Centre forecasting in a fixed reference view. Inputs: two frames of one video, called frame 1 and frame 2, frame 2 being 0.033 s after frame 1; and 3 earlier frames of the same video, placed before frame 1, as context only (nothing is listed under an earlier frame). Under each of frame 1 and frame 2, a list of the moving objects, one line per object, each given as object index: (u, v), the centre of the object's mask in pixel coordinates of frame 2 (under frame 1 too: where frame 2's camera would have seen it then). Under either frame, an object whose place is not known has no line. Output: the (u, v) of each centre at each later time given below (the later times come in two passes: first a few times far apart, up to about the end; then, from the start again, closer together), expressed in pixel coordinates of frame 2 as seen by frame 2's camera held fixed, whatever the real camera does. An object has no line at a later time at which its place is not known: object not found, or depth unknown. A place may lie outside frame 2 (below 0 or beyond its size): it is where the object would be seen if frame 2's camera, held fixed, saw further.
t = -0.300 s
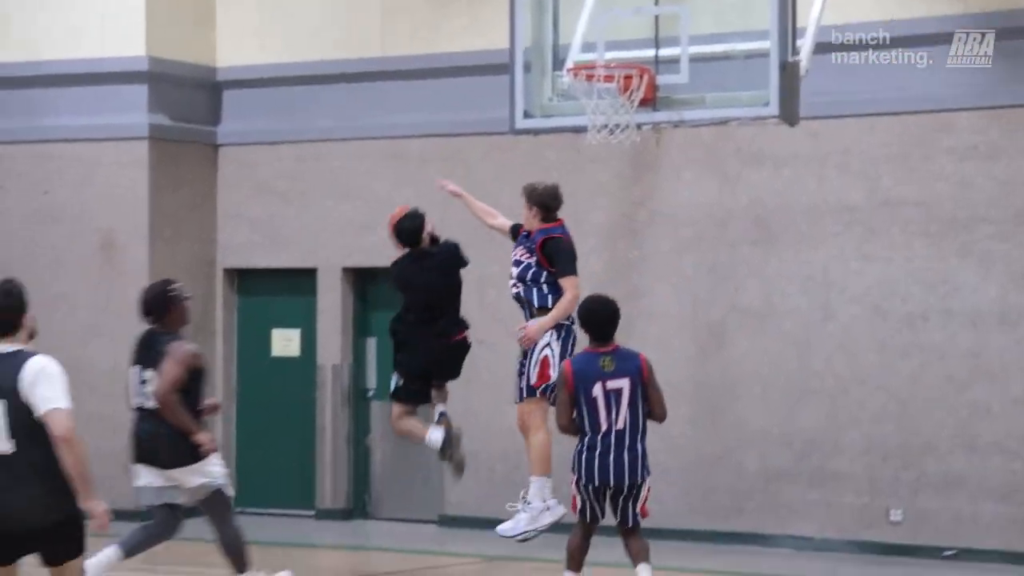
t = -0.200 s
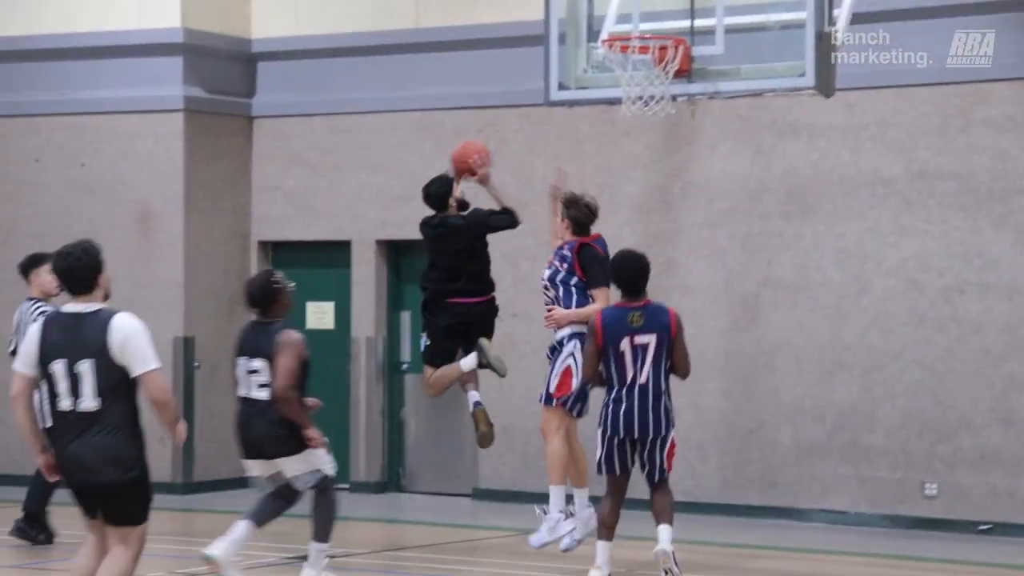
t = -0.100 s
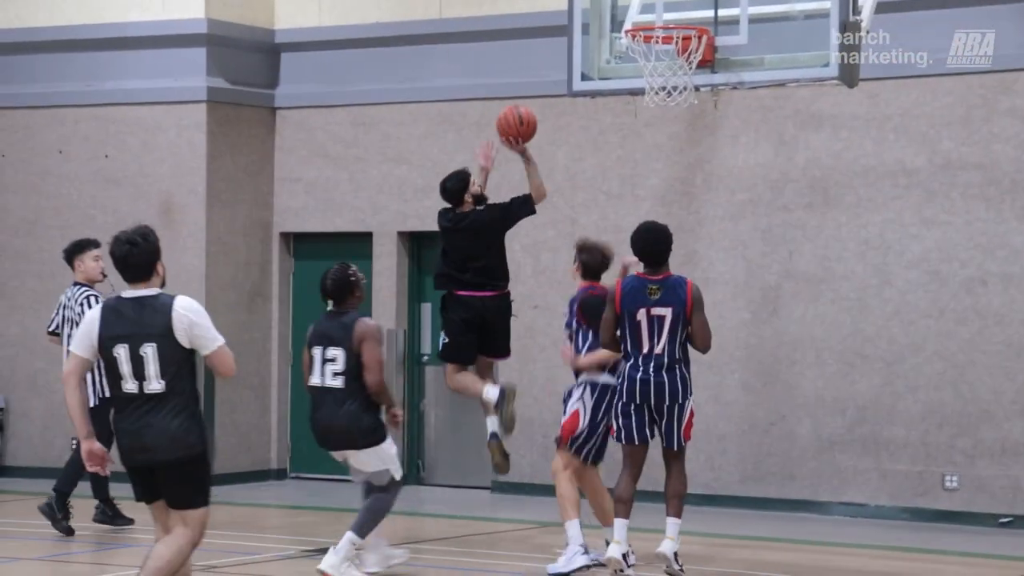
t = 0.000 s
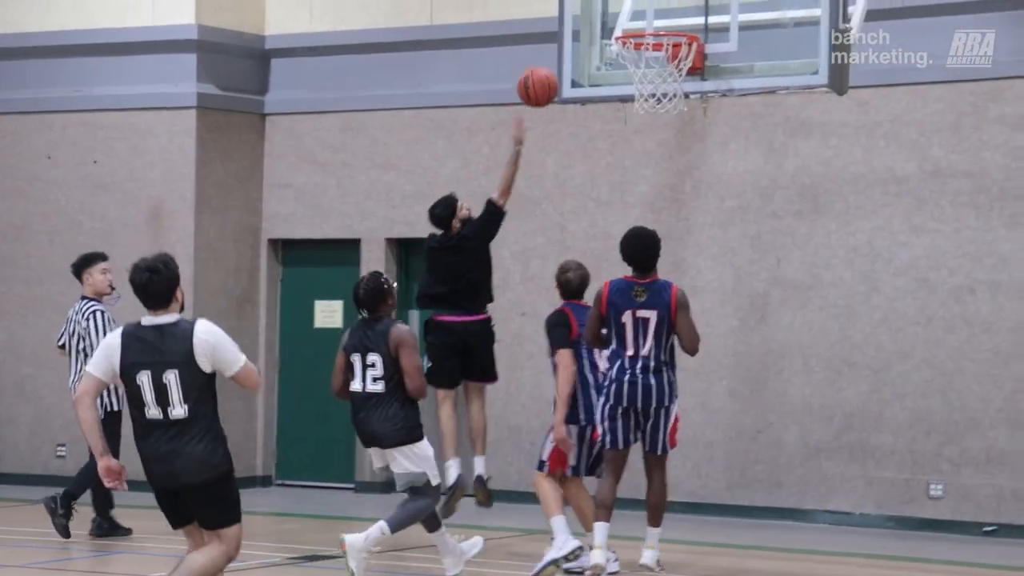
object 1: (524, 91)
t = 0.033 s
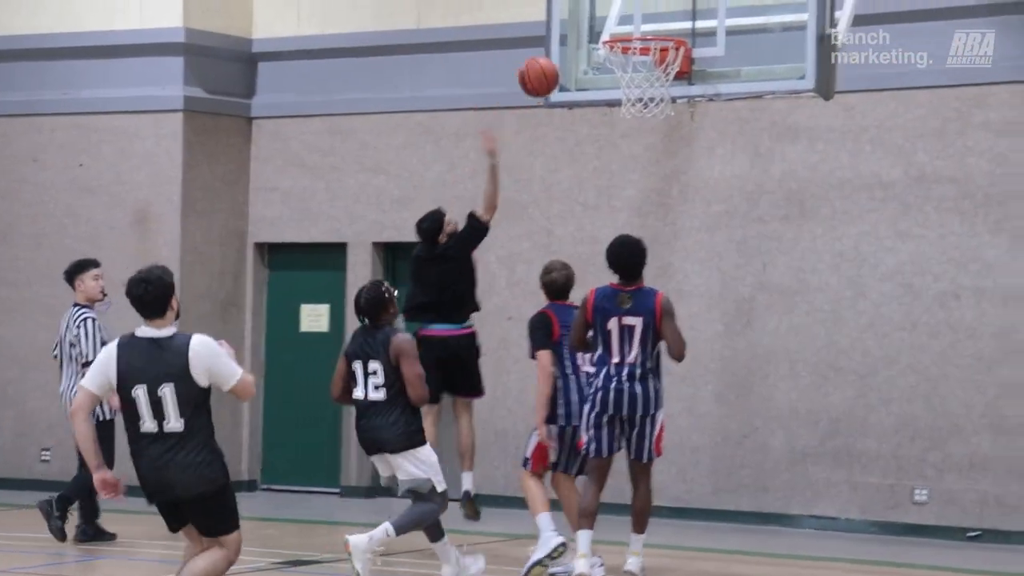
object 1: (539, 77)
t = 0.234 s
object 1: (620, 21)
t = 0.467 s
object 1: (648, 20)
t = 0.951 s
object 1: (661, 26)
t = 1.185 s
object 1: (648, 96)
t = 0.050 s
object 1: (546, 70)
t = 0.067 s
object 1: (552, 64)
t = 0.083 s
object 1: (559, 58)
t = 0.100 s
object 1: (566, 52)
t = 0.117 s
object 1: (574, 47)
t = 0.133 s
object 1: (581, 43)
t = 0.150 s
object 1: (586, 39)
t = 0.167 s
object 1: (592, 35)
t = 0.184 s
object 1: (599, 30)
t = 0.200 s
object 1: (606, 26)
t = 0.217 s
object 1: (613, 24)
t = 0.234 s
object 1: (620, 21)
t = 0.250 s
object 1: (627, 21)
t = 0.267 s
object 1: (634, 21)
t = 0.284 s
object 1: (640, 21)
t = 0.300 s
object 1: (646, 21)
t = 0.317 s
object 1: (651, 21)
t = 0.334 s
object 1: (653, 20)
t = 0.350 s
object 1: (654, 20)
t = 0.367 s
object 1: (653, 19)
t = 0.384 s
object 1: (652, 20)
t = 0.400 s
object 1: (651, 20)
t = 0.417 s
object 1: (649, 20)
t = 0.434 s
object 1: (648, 20)
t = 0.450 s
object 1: (648, 21)
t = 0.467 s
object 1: (648, 20)
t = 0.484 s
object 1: (649, 19)
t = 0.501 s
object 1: (650, 19)
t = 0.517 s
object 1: (650, 18)
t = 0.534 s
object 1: (651, 19)
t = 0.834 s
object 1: (662, 21)
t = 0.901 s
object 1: (662, 23)
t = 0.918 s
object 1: (662, 25)
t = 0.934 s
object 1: (662, 25)
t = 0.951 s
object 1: (661, 26)
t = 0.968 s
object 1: (661, 27)
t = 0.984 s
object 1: (661, 29)
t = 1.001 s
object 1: (659, 41)
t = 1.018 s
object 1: (657, 47)
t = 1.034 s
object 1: (657, 52)
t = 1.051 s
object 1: (657, 57)
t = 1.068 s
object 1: (657, 60)
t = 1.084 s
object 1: (657, 63)
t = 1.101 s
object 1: (654, 71)
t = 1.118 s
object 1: (653, 76)
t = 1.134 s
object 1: (651, 83)
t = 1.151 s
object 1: (650, 87)
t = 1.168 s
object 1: (649, 91)
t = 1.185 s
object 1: (648, 96)
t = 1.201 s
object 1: (646, 99)
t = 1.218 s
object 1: (645, 112)
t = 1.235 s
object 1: (643, 115)
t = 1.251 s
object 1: (641, 119)
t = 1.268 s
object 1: (640, 126)
